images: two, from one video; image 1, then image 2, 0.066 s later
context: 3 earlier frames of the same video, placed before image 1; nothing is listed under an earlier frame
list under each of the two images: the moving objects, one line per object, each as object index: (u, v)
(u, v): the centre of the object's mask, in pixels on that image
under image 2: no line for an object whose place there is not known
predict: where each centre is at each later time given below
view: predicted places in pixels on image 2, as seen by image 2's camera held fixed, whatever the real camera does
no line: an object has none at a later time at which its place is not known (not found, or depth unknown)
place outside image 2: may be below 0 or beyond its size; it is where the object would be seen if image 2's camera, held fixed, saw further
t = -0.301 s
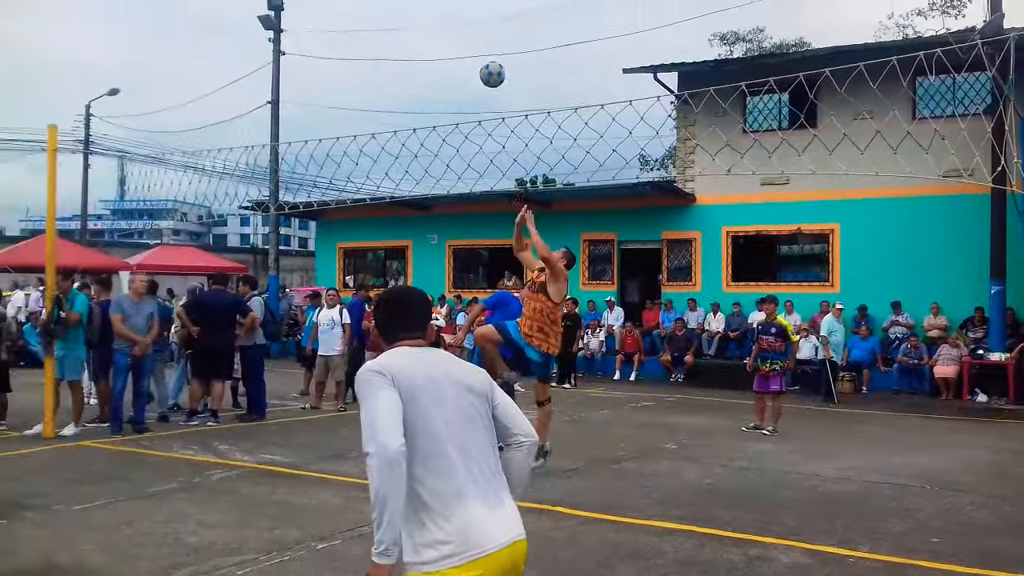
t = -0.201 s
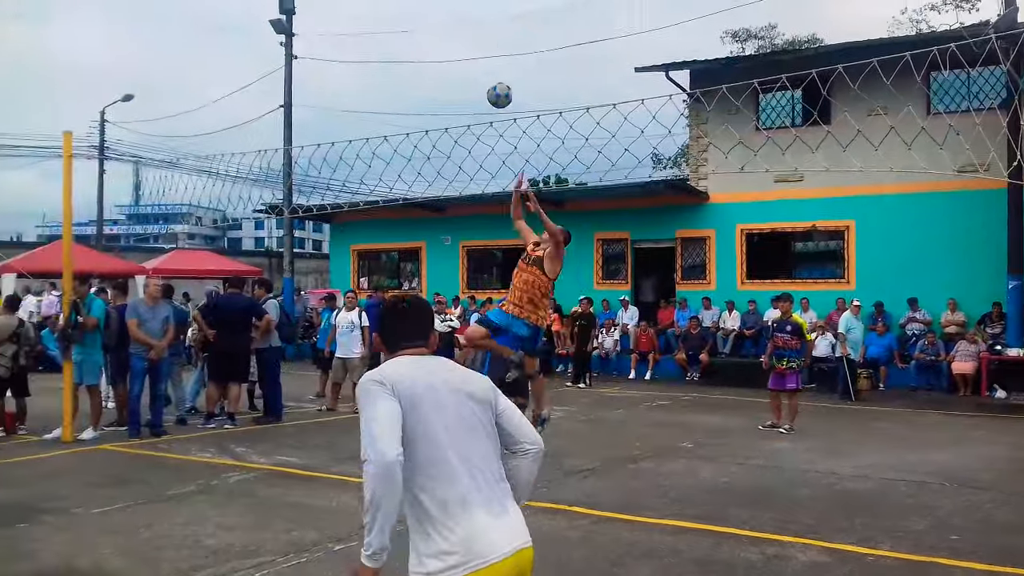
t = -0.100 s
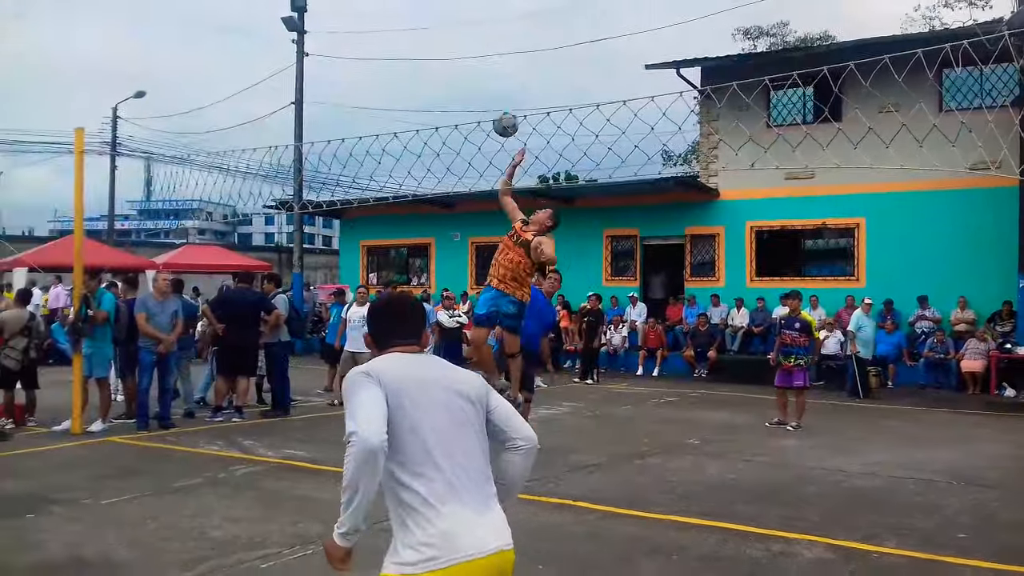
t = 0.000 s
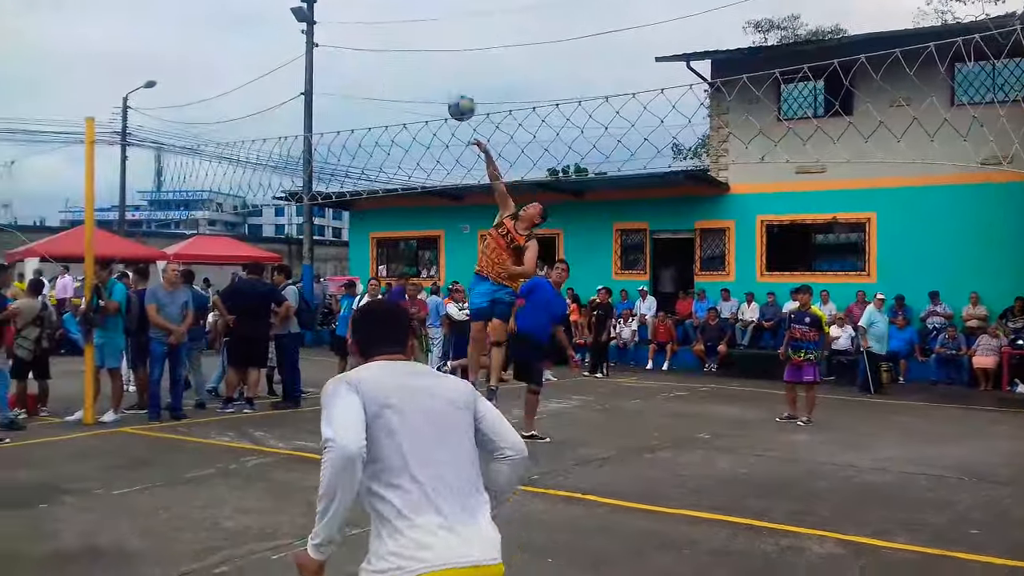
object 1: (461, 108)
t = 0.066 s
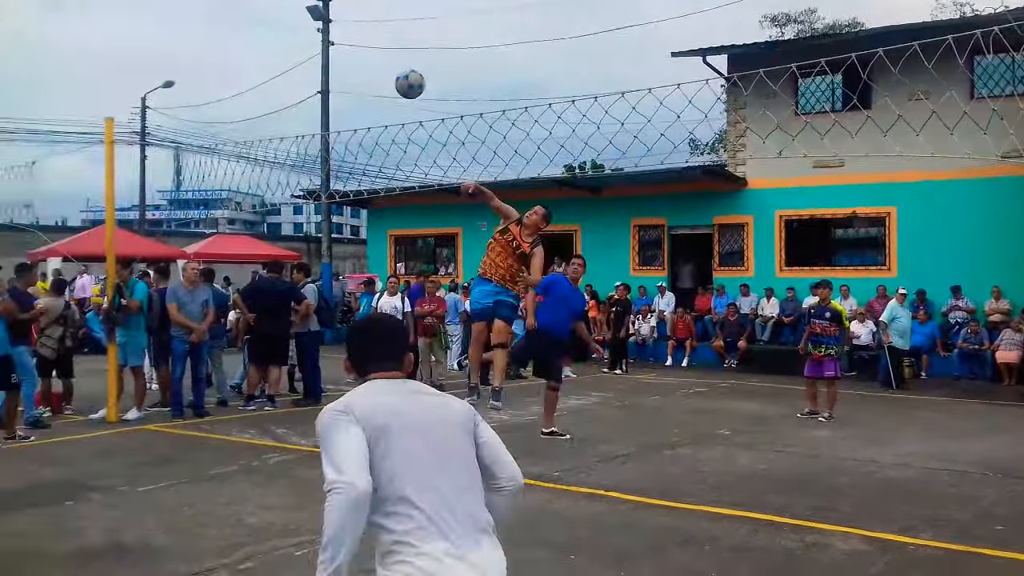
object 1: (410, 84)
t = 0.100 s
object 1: (372, 75)
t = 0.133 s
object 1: (331, 67)
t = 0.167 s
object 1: (288, 60)
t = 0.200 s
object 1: (242, 54)
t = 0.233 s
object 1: (191, 49)
